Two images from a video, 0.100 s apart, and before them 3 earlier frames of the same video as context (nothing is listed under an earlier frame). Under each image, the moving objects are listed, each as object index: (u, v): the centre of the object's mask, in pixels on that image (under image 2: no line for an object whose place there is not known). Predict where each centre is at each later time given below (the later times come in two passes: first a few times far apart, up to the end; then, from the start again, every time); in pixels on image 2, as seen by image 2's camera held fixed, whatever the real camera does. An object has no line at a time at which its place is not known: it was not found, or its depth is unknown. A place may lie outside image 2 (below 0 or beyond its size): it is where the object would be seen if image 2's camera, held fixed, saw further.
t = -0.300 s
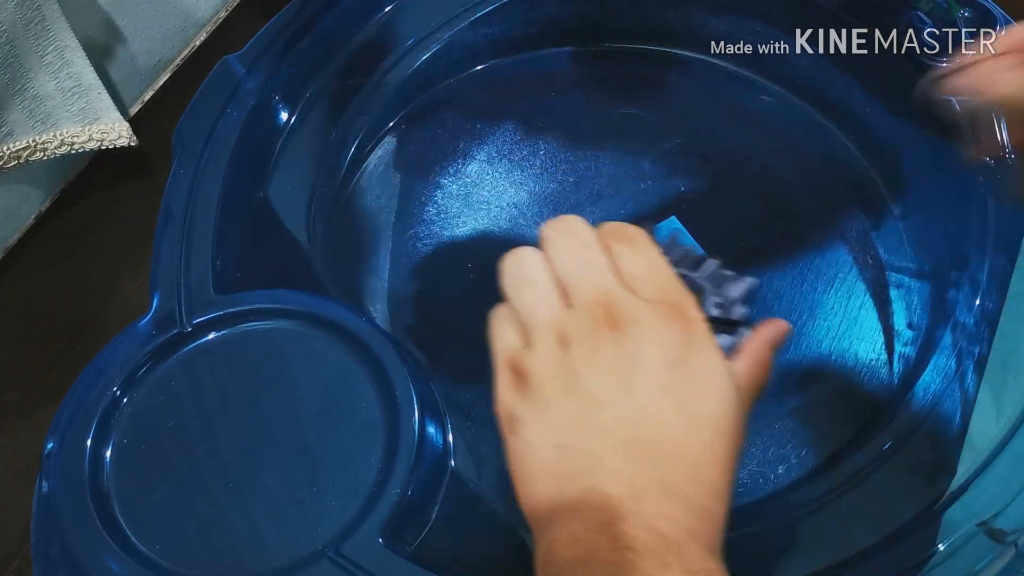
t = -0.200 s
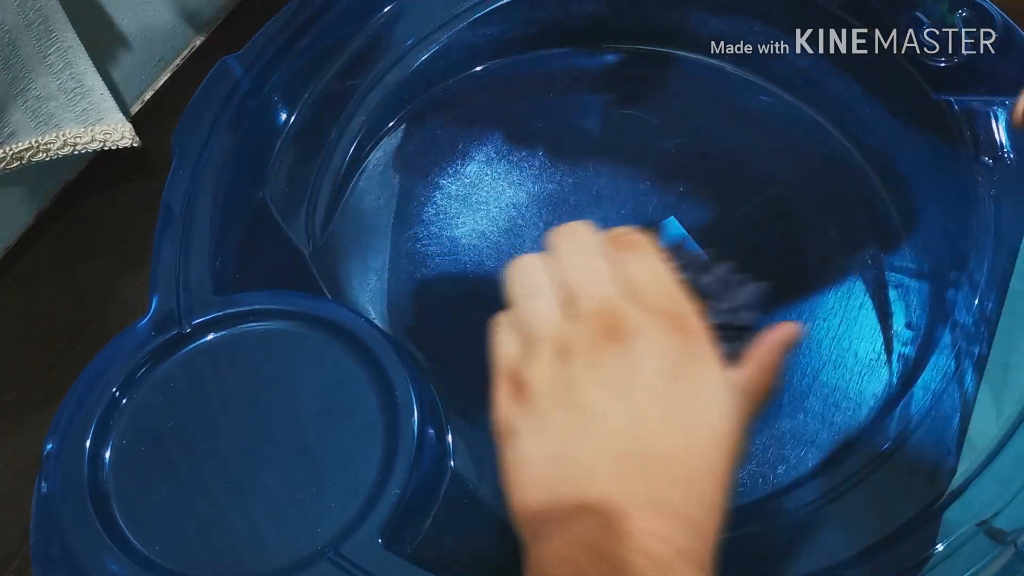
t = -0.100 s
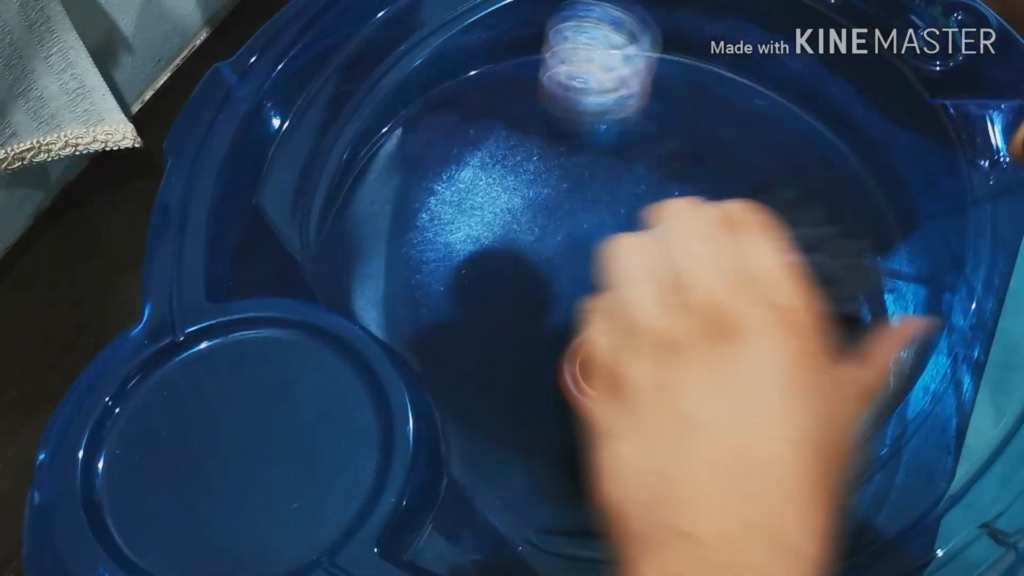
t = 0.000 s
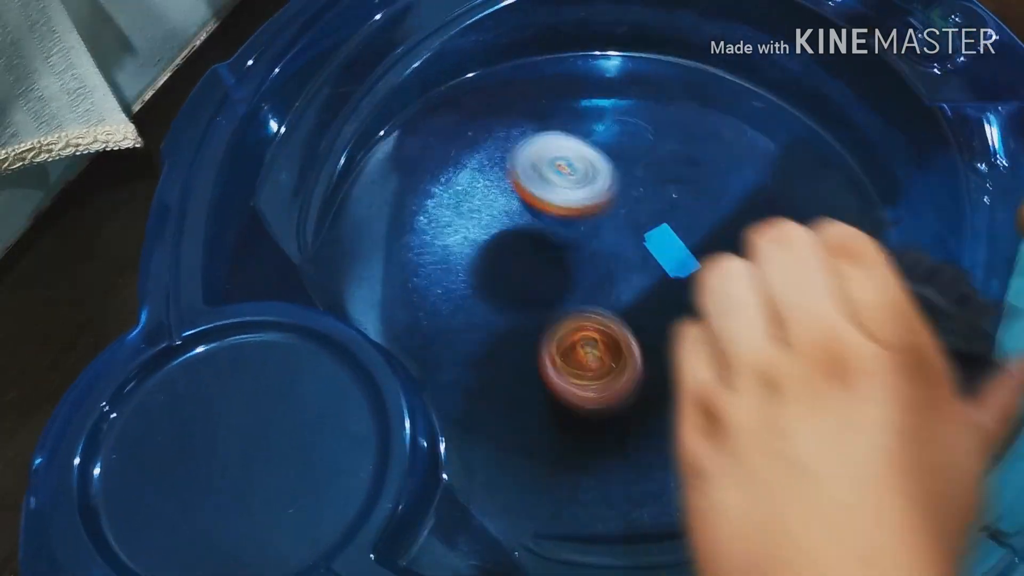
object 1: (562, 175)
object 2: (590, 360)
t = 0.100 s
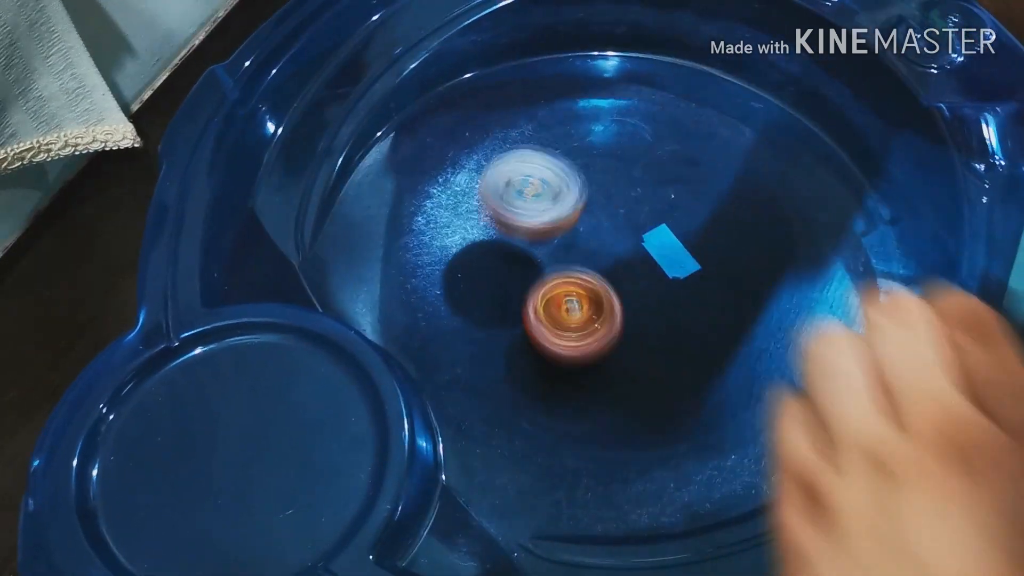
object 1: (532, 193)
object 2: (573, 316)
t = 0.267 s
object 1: (467, 136)
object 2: (636, 336)
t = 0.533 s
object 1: (448, 90)
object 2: (664, 316)
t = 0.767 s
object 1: (471, 122)
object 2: (660, 298)
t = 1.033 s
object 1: (522, 168)
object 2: (642, 252)
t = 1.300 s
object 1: (533, 117)
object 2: (771, 294)
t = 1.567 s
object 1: (609, 121)
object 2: (752, 302)
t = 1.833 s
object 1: (651, 153)
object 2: (690, 294)
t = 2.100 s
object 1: (576, 204)
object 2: (658, 287)
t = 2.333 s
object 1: (552, 219)
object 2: (637, 281)
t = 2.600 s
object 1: (576, 194)
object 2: (621, 276)
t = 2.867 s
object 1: (628, 180)
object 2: (615, 273)
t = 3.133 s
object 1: (683, 182)
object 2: (621, 272)
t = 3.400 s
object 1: (703, 216)
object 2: (631, 266)
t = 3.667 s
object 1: (721, 243)
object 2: (619, 266)
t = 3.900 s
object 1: (706, 283)
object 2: (602, 266)
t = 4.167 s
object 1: (665, 338)
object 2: (594, 258)
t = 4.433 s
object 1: (598, 337)
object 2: (590, 248)
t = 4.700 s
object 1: (566, 332)
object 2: (610, 186)
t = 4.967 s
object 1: (581, 271)
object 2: (636, 158)
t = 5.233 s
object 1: (529, 187)
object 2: (640, 187)
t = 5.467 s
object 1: (549, 143)
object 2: (624, 220)
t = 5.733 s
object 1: (614, 152)
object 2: (596, 280)
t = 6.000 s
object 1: (682, 165)
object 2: (596, 290)
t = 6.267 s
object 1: (740, 212)
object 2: (619, 277)
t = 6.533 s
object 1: (762, 289)
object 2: (657, 240)
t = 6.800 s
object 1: (705, 362)
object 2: (652, 216)
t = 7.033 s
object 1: (606, 369)
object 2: (628, 212)
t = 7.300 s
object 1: (508, 286)
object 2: (581, 222)
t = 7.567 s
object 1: (444, 194)
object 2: (635, 197)
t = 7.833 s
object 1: (527, 140)
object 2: (642, 210)
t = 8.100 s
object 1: (527, 139)
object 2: (718, 308)
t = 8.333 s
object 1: (454, 156)
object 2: (761, 368)
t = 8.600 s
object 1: (417, 190)
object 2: (723, 349)
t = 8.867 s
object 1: (531, 260)
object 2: (677, 278)
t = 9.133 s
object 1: (534, 197)
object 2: (832, 249)
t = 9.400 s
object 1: (642, 143)
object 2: (666, 261)
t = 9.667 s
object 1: (663, 101)
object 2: (494, 250)
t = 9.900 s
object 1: (644, 164)
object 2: (454, 232)
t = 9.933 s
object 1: (641, 181)
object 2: (459, 231)
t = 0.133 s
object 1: (522, 221)
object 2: (570, 301)
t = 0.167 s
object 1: (506, 195)
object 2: (584, 310)
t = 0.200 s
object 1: (491, 167)
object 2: (602, 321)
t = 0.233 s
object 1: (476, 153)
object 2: (621, 331)
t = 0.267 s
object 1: (467, 136)
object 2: (636, 336)
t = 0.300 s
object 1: (461, 122)
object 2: (648, 337)
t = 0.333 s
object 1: (456, 113)
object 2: (658, 336)
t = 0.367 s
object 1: (451, 103)
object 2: (662, 332)
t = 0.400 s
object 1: (447, 98)
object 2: (664, 329)
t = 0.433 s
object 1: (445, 93)
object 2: (665, 325)
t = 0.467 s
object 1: (444, 89)
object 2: (665, 322)
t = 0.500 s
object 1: (445, 88)
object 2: (665, 319)
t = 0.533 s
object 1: (448, 90)
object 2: (664, 316)
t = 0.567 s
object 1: (452, 94)
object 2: (663, 313)
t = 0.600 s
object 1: (456, 98)
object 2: (662, 311)
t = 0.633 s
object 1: (459, 102)
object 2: (661, 308)
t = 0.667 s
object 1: (463, 107)
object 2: (661, 305)
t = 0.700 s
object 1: (466, 112)
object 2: (660, 303)
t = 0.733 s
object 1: (468, 117)
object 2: (660, 300)
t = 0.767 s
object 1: (471, 122)
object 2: (660, 298)
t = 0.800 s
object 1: (473, 128)
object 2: (659, 295)
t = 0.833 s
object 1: (476, 134)
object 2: (659, 291)
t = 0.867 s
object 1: (481, 140)
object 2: (657, 287)
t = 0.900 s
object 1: (486, 146)
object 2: (655, 282)
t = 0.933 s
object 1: (493, 152)
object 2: (653, 276)
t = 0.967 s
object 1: (500, 157)
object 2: (650, 269)
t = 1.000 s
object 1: (510, 163)
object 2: (646, 261)
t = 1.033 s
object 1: (522, 168)
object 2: (642, 252)
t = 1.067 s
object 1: (534, 172)
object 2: (637, 242)
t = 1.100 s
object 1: (549, 175)
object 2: (633, 233)
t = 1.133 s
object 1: (543, 161)
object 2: (654, 239)
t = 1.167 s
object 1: (532, 142)
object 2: (685, 253)
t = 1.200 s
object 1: (526, 130)
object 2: (715, 266)
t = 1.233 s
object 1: (525, 121)
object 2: (739, 277)
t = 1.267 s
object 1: (528, 118)
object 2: (757, 286)
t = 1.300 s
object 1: (533, 117)
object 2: (771, 294)
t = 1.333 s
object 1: (539, 117)
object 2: (780, 299)
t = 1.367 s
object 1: (547, 117)
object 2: (783, 302)
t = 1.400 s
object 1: (556, 117)
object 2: (782, 302)
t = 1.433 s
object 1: (565, 117)
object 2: (778, 303)
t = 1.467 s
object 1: (576, 118)
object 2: (773, 303)
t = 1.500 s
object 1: (586, 119)
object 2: (767, 303)
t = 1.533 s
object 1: (598, 120)
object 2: (760, 302)
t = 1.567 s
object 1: (609, 121)
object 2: (752, 302)
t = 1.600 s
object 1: (622, 123)
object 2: (744, 301)
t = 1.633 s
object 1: (634, 125)
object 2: (735, 300)
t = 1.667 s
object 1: (644, 127)
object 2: (727, 299)
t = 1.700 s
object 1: (652, 131)
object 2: (718, 298)
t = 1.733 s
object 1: (656, 135)
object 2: (710, 297)
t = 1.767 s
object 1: (657, 141)
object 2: (702, 296)
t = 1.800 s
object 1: (655, 146)
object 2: (695, 295)
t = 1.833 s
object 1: (651, 153)
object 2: (690, 294)
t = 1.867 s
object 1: (645, 161)
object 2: (684, 293)
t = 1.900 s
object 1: (636, 168)
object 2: (680, 291)
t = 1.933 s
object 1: (626, 175)
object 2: (675, 291)
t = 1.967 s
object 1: (616, 182)
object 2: (672, 290)
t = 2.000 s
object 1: (605, 188)
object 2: (668, 289)
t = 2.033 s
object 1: (595, 194)
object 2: (665, 288)
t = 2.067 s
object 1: (585, 199)
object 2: (661, 288)
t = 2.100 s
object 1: (576, 204)
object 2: (658, 287)
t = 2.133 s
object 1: (569, 209)
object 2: (654, 286)
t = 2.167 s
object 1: (562, 212)
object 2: (651, 285)
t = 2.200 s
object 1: (557, 215)
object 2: (648, 284)
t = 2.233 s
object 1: (554, 217)
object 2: (645, 284)
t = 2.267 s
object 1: (552, 218)
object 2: (642, 283)
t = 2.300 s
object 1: (551, 219)
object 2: (639, 282)
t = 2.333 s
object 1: (552, 219)
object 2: (637, 281)
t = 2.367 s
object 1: (552, 217)
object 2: (634, 280)
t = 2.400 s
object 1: (554, 216)
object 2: (632, 279)
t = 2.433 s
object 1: (556, 214)
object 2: (630, 279)
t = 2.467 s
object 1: (558, 210)
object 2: (628, 278)
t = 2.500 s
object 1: (562, 207)
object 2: (627, 278)
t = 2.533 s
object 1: (566, 203)
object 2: (625, 277)
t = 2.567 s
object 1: (570, 197)
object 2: (623, 276)
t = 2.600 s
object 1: (576, 194)
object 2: (621, 276)
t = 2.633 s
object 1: (582, 191)
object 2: (620, 275)
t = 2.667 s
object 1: (588, 188)
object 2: (619, 275)
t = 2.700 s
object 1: (594, 186)
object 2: (618, 274)
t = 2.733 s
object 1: (601, 185)
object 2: (617, 274)
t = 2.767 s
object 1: (608, 183)
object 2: (616, 274)
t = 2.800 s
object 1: (615, 182)
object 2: (616, 273)
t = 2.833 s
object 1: (622, 181)
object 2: (615, 273)
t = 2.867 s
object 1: (628, 180)
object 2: (615, 273)
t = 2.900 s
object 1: (635, 178)
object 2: (615, 273)
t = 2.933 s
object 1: (643, 177)
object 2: (616, 273)
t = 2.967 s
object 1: (651, 176)
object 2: (616, 273)
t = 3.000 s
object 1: (658, 175)
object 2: (617, 273)
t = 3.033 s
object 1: (665, 176)
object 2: (618, 273)
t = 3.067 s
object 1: (671, 177)
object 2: (618, 272)
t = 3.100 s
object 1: (678, 179)
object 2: (620, 272)
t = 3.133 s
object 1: (683, 182)
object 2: (621, 272)
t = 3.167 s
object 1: (688, 185)
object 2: (622, 271)
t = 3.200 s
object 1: (692, 189)
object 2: (623, 270)
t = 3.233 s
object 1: (695, 193)
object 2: (624, 270)
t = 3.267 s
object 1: (697, 197)
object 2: (626, 269)
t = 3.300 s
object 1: (699, 202)
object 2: (627, 268)
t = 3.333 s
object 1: (701, 206)
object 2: (629, 268)
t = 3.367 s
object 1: (702, 211)
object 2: (630, 267)
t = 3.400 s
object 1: (703, 216)
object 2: (631, 266)
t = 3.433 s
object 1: (705, 219)
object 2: (631, 266)
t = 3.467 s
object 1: (711, 221)
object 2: (627, 268)
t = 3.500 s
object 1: (716, 224)
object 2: (623, 270)
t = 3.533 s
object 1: (720, 226)
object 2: (622, 271)
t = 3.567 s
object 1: (723, 230)
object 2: (621, 271)
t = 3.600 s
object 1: (723, 234)
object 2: (621, 270)
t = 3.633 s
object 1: (723, 238)
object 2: (620, 268)
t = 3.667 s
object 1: (721, 243)
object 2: (619, 266)
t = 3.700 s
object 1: (718, 247)
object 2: (617, 265)
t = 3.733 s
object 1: (715, 253)
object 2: (614, 265)
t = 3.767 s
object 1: (712, 258)
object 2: (612, 265)
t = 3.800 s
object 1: (710, 264)
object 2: (609, 265)
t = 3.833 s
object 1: (709, 270)
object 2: (605, 266)
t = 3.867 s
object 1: (708, 276)
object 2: (604, 266)
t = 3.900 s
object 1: (706, 283)
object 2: (602, 266)
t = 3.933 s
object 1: (704, 289)
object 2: (601, 266)
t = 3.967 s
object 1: (702, 296)
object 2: (600, 265)
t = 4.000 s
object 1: (698, 304)
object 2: (599, 264)
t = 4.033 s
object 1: (694, 311)
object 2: (598, 262)
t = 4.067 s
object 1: (688, 319)
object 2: (597, 261)
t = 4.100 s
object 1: (681, 326)
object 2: (595, 260)
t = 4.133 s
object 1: (674, 333)
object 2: (594, 259)
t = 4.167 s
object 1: (665, 338)
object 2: (594, 258)
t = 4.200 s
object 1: (656, 342)
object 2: (593, 257)
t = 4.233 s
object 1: (647, 346)
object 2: (592, 255)
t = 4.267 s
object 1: (638, 347)
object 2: (591, 254)
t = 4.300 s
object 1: (629, 347)
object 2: (590, 253)
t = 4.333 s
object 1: (621, 345)
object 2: (590, 251)
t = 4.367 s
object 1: (613, 343)
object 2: (590, 250)
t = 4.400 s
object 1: (605, 340)
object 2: (590, 249)
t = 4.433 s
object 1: (598, 337)
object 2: (590, 248)
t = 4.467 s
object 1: (591, 333)
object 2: (590, 248)
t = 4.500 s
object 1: (584, 330)
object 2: (591, 246)
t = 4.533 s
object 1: (577, 326)
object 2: (592, 244)
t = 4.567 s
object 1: (570, 330)
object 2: (593, 235)
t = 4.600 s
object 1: (564, 334)
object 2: (596, 221)
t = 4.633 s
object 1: (561, 336)
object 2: (600, 209)
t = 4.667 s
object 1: (562, 335)
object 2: (604, 197)
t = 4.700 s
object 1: (566, 332)
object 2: (610, 186)
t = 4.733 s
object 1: (571, 327)
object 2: (616, 177)
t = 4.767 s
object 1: (576, 321)
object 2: (621, 169)
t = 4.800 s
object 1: (580, 314)
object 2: (626, 163)
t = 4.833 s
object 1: (584, 306)
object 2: (630, 159)
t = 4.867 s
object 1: (585, 298)
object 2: (632, 157)
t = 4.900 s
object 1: (586, 289)
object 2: (634, 156)
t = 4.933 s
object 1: (584, 280)
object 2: (635, 156)
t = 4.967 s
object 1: (581, 271)
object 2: (636, 158)
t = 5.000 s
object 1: (576, 263)
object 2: (637, 160)
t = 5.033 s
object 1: (569, 253)
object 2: (638, 163)
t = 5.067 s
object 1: (562, 243)
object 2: (638, 167)
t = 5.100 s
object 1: (553, 233)
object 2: (639, 171)
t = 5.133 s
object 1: (545, 222)
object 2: (639, 176)
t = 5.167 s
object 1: (537, 211)
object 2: (640, 180)
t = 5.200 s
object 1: (532, 200)
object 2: (640, 184)
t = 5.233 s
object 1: (529, 187)
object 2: (640, 187)
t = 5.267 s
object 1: (527, 176)
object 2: (639, 190)
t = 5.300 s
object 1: (527, 166)
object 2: (638, 193)
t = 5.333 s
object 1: (529, 158)
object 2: (637, 196)
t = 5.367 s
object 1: (532, 152)
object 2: (634, 201)
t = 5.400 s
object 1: (537, 149)
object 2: (631, 207)
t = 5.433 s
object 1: (543, 145)
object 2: (627, 213)
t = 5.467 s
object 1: (549, 143)
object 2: (624, 220)
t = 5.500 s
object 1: (556, 143)
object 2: (620, 227)
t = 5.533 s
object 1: (563, 144)
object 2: (616, 235)
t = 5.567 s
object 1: (571, 144)
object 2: (611, 243)
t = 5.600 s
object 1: (579, 146)
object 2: (607, 251)
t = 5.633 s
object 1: (587, 147)
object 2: (603, 259)
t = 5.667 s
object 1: (596, 149)
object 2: (600, 266)
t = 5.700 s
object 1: (605, 150)
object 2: (598, 274)
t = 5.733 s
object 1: (614, 152)
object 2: (596, 280)
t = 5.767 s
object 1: (622, 154)
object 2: (595, 285)
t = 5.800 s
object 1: (631, 155)
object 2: (594, 288)
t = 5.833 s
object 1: (640, 156)
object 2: (595, 291)
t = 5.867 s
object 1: (649, 157)
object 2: (595, 292)
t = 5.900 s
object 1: (657, 158)
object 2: (595, 292)
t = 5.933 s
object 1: (666, 159)
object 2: (596, 292)
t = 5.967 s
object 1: (674, 161)
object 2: (596, 291)
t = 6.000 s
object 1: (682, 165)
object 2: (596, 290)
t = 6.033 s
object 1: (691, 169)
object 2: (597, 289)
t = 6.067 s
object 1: (698, 174)
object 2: (597, 288)
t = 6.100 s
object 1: (706, 179)
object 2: (599, 288)
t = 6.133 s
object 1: (714, 185)
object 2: (601, 286)
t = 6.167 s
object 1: (721, 192)
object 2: (604, 285)
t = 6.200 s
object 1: (727, 198)
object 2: (608, 282)
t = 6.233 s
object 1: (734, 205)
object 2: (613, 280)
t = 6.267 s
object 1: (740, 212)
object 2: (619, 277)
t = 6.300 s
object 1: (746, 221)
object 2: (626, 273)
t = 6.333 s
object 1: (750, 229)
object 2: (632, 269)
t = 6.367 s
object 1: (755, 238)
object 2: (638, 263)
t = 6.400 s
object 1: (759, 247)
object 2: (643, 258)
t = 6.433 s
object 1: (761, 257)
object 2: (648, 254)
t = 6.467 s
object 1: (763, 268)
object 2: (652, 249)
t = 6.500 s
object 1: (764, 278)
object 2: (654, 244)
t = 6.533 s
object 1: (762, 289)
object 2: (657, 240)
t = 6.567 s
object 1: (759, 301)
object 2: (658, 236)
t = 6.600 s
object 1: (756, 311)
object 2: (659, 232)
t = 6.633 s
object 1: (751, 321)
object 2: (659, 228)
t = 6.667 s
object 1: (745, 330)
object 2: (658, 225)
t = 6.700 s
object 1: (737, 339)
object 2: (657, 222)
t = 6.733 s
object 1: (727, 347)
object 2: (656, 220)
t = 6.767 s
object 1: (717, 355)
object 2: (654, 218)
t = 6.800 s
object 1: (705, 362)
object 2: (652, 216)
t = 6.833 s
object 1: (692, 367)
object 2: (649, 215)
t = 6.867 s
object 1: (679, 371)
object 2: (647, 214)
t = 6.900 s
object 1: (666, 373)
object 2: (643, 213)
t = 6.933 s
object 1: (650, 375)
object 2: (640, 212)
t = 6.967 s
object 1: (636, 375)
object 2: (636, 211)
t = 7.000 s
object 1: (621, 373)
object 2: (632, 211)
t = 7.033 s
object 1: (606, 369)
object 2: (628, 212)
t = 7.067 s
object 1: (591, 364)
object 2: (623, 212)
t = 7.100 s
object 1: (577, 357)
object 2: (617, 213)
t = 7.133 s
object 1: (563, 349)
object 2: (611, 213)
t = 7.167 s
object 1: (550, 340)
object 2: (605, 215)
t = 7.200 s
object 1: (538, 328)
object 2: (599, 216)
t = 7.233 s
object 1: (527, 316)
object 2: (593, 218)
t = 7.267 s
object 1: (517, 302)
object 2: (587, 220)
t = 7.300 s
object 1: (508, 286)
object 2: (581, 222)
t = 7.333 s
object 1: (500, 270)
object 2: (578, 224)
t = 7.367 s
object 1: (485, 260)
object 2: (582, 221)
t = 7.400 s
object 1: (468, 249)
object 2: (594, 214)
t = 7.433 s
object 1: (455, 239)
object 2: (607, 207)
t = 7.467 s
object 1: (446, 230)
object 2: (617, 203)
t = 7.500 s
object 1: (442, 218)
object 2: (625, 199)
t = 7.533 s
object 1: (441, 206)
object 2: (631, 197)
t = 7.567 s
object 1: (444, 194)
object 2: (635, 197)
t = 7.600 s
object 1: (450, 183)
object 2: (638, 198)
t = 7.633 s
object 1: (458, 172)
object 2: (640, 199)
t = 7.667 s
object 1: (468, 163)
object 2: (641, 200)
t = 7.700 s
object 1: (479, 155)
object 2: (642, 203)
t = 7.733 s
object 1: (491, 148)
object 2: (643, 204)
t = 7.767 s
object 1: (503, 144)
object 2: (643, 206)
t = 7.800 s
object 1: (515, 141)
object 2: (643, 208)
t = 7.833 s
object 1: (527, 140)
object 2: (642, 210)
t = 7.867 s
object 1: (539, 142)
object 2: (640, 213)
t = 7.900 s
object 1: (551, 146)
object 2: (639, 216)
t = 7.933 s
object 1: (562, 153)
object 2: (637, 219)
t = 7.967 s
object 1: (572, 162)
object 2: (635, 221)
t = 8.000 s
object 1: (566, 158)
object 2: (648, 236)
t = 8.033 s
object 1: (552, 148)
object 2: (674, 263)
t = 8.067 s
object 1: (540, 142)
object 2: (697, 288)
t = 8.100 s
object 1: (527, 139)
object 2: (718, 308)
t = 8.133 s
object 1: (516, 139)
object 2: (733, 326)
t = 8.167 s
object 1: (504, 141)
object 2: (747, 340)
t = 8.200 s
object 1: (493, 143)
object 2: (755, 352)
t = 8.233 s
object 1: (482, 146)
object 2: (760, 361)
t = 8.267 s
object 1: (473, 149)
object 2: (762, 367)
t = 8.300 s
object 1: (463, 153)
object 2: (763, 369)
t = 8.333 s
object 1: (454, 156)
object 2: (761, 368)
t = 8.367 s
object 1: (447, 160)
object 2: (759, 368)
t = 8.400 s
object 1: (439, 163)
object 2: (756, 367)
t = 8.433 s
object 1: (434, 166)
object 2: (752, 365)
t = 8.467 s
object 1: (429, 171)
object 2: (748, 363)
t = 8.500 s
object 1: (424, 175)
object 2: (742, 360)
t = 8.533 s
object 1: (420, 179)
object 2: (736, 356)
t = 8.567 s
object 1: (417, 184)
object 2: (729, 353)
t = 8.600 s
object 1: (417, 190)
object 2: (723, 349)
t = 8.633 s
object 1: (419, 197)
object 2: (716, 346)
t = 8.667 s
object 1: (426, 206)
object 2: (709, 340)
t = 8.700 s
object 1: (435, 218)
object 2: (699, 333)
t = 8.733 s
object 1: (451, 230)
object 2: (688, 323)
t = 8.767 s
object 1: (474, 244)
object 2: (676, 312)
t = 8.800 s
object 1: (499, 256)
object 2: (662, 300)
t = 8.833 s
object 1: (531, 264)
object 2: (648, 287)
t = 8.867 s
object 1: (531, 260)
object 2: (677, 278)
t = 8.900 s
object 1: (517, 245)
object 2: (729, 273)
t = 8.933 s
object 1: (507, 235)
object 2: (773, 269)
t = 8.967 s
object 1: (504, 224)
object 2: (814, 263)
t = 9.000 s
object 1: (505, 216)
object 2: (849, 258)
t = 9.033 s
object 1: (509, 210)
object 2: (875, 254)
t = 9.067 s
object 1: (514, 204)
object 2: (870, 252)
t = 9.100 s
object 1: (522, 200)
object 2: (851, 252)
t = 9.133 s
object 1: (534, 197)
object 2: (832, 249)
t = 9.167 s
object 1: (547, 194)
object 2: (813, 249)
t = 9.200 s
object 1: (560, 190)
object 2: (795, 249)
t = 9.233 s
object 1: (575, 184)
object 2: (777, 249)
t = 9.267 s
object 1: (590, 178)
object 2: (757, 251)
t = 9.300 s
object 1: (605, 170)
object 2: (737, 254)
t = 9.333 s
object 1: (619, 161)
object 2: (715, 257)
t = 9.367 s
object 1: (632, 153)
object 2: (689, 260)
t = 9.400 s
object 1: (642, 143)
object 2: (666, 261)
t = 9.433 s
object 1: (649, 135)
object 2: (641, 262)
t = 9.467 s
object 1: (654, 127)
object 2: (620, 262)
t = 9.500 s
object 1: (658, 119)
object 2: (598, 261)
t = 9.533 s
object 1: (660, 112)
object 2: (576, 261)
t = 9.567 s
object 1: (662, 106)
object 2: (554, 261)
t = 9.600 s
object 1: (663, 102)
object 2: (534, 258)
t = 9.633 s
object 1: (663, 101)
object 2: (514, 254)
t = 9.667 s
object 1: (663, 101)
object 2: (494, 250)
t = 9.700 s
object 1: (662, 104)
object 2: (478, 246)
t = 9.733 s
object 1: (660, 109)
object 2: (464, 241)
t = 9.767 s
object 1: (658, 116)
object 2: (455, 238)
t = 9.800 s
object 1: (655, 125)
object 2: (449, 235)
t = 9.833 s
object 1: (652, 137)
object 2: (448, 234)
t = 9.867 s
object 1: (648, 149)
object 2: (450, 234)
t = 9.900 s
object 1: (644, 164)
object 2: (454, 232)
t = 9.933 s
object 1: (641, 181)
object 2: (459, 231)
